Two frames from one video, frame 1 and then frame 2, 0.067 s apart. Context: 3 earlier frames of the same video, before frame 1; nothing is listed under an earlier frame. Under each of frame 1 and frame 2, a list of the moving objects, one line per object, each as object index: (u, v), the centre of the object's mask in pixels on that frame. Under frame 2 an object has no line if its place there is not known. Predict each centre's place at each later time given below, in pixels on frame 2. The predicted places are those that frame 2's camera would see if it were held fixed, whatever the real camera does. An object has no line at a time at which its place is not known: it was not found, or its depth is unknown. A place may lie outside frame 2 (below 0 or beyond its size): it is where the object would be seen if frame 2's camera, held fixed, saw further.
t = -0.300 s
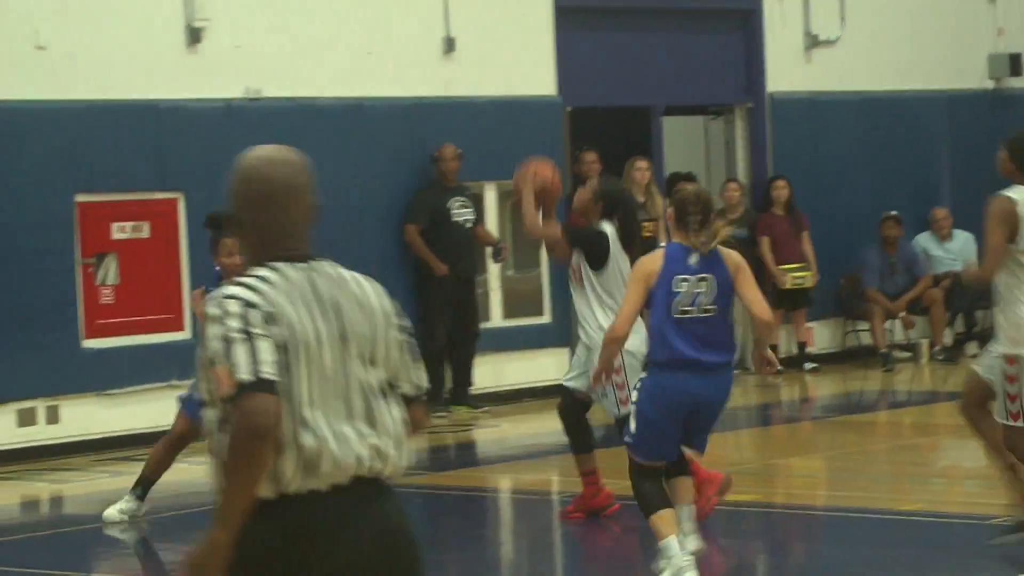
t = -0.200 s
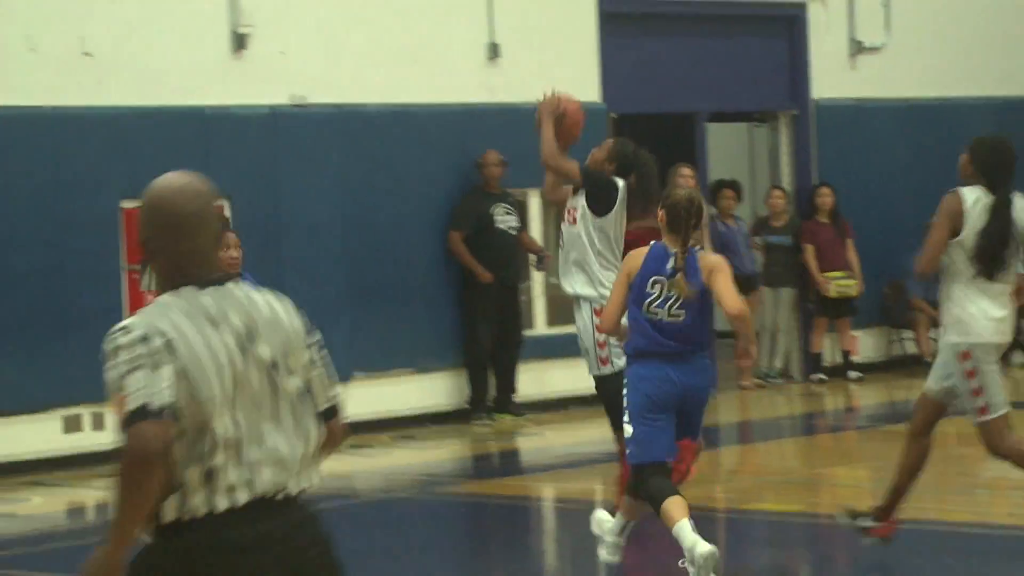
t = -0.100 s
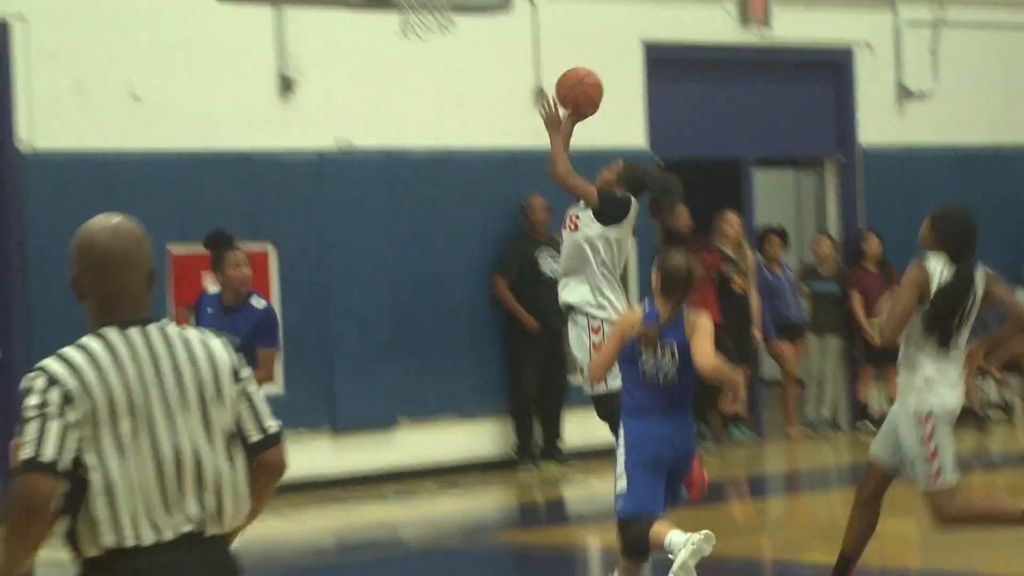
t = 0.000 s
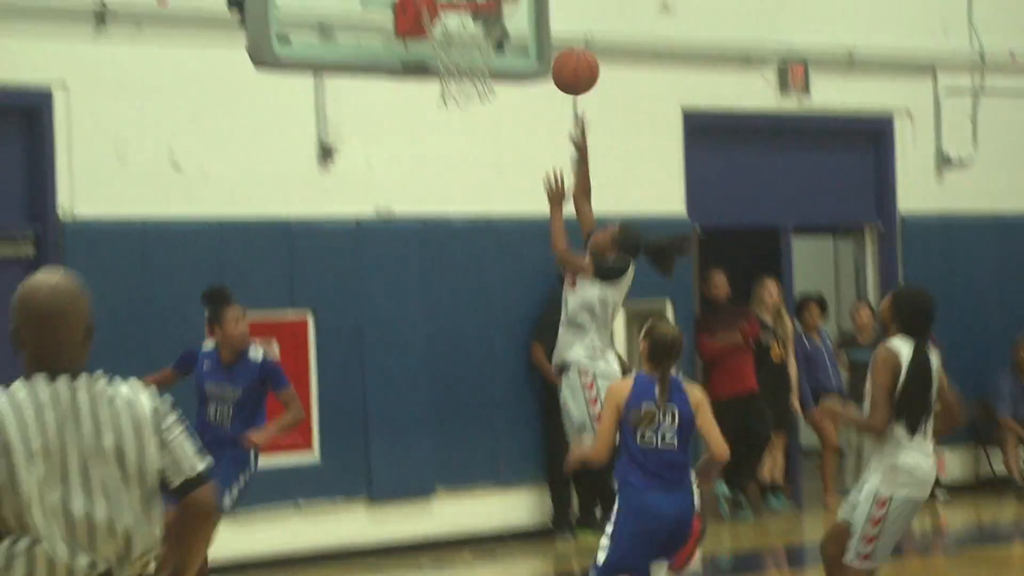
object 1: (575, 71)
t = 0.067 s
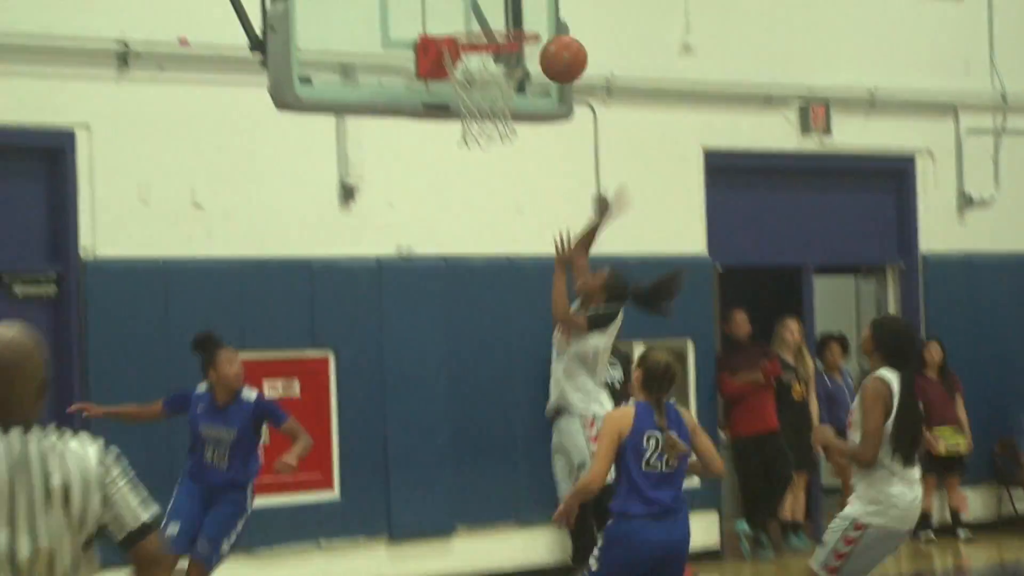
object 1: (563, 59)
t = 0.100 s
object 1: (547, 37)
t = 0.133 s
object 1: (531, 16)
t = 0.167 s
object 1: (514, -4)
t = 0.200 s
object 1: (499, -19)
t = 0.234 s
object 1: (498, -29)
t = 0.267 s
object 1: (498, -36)
